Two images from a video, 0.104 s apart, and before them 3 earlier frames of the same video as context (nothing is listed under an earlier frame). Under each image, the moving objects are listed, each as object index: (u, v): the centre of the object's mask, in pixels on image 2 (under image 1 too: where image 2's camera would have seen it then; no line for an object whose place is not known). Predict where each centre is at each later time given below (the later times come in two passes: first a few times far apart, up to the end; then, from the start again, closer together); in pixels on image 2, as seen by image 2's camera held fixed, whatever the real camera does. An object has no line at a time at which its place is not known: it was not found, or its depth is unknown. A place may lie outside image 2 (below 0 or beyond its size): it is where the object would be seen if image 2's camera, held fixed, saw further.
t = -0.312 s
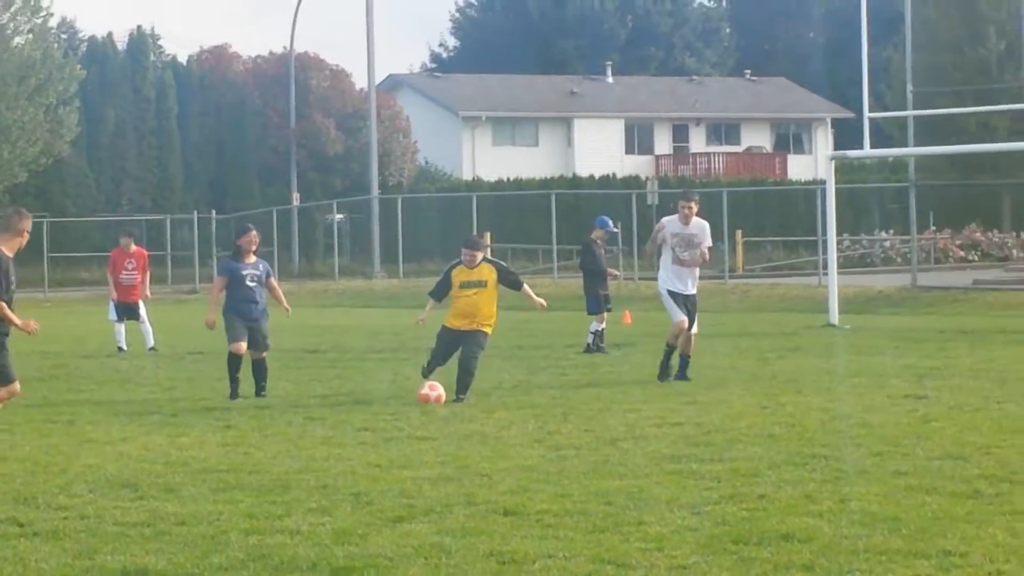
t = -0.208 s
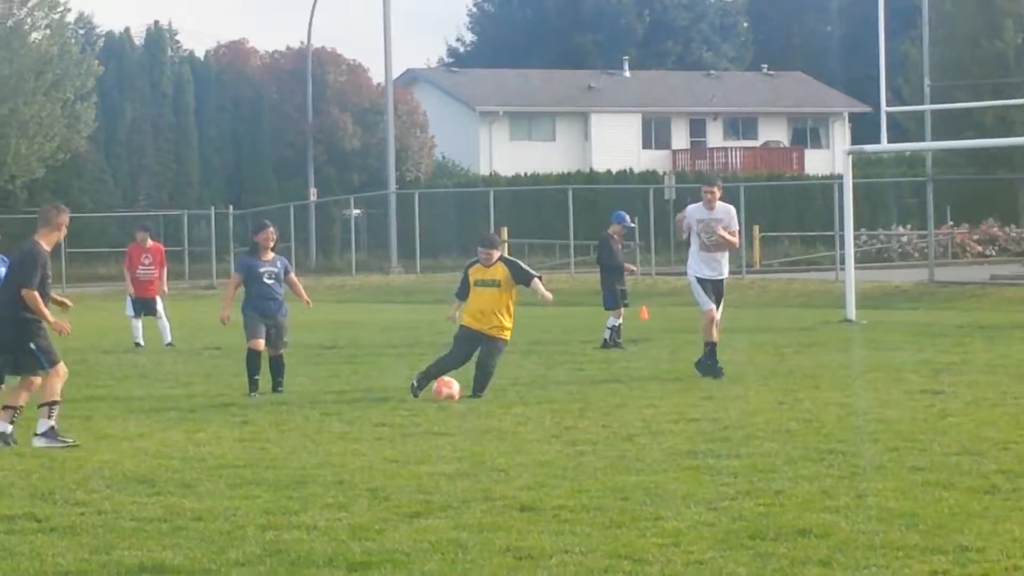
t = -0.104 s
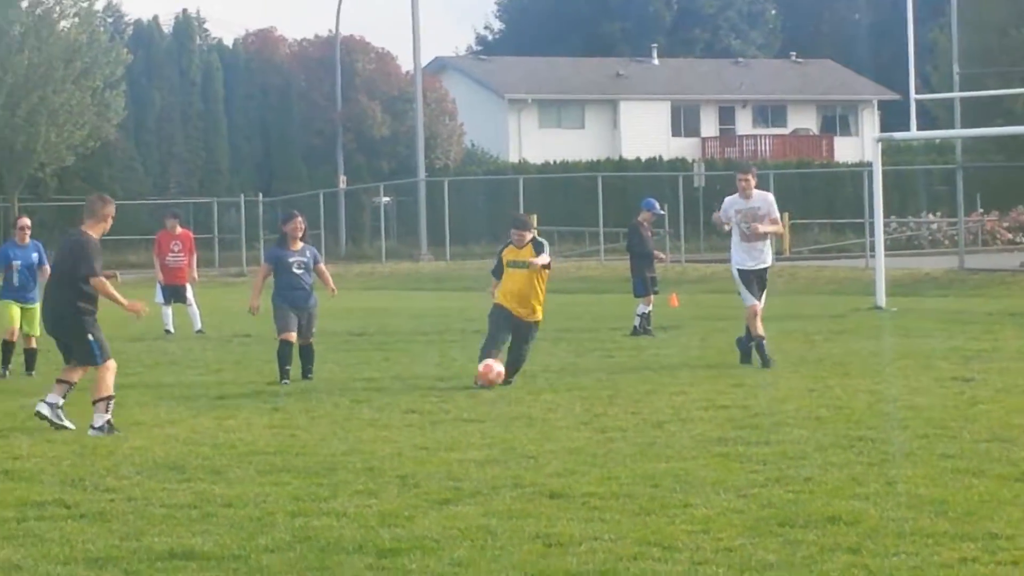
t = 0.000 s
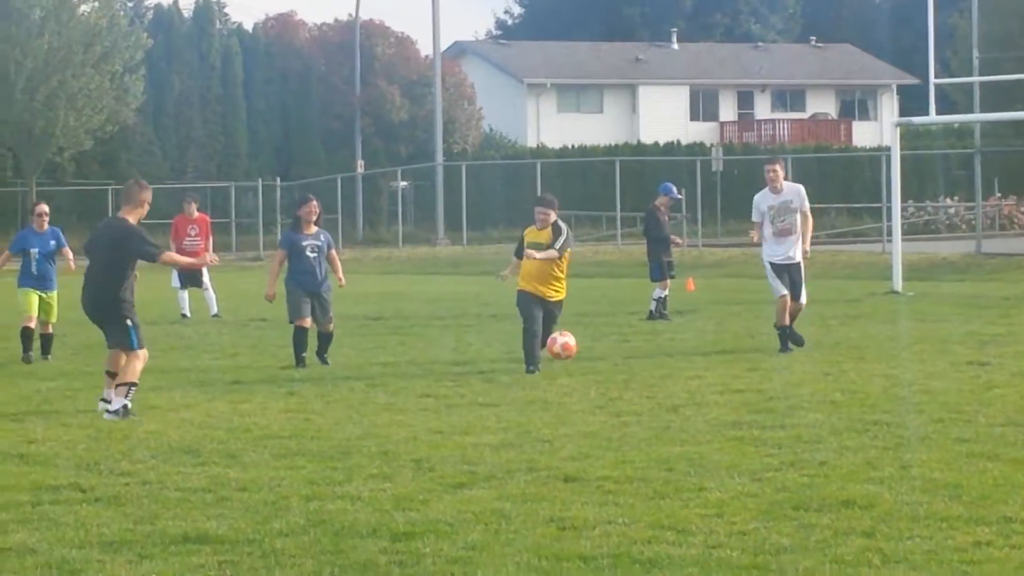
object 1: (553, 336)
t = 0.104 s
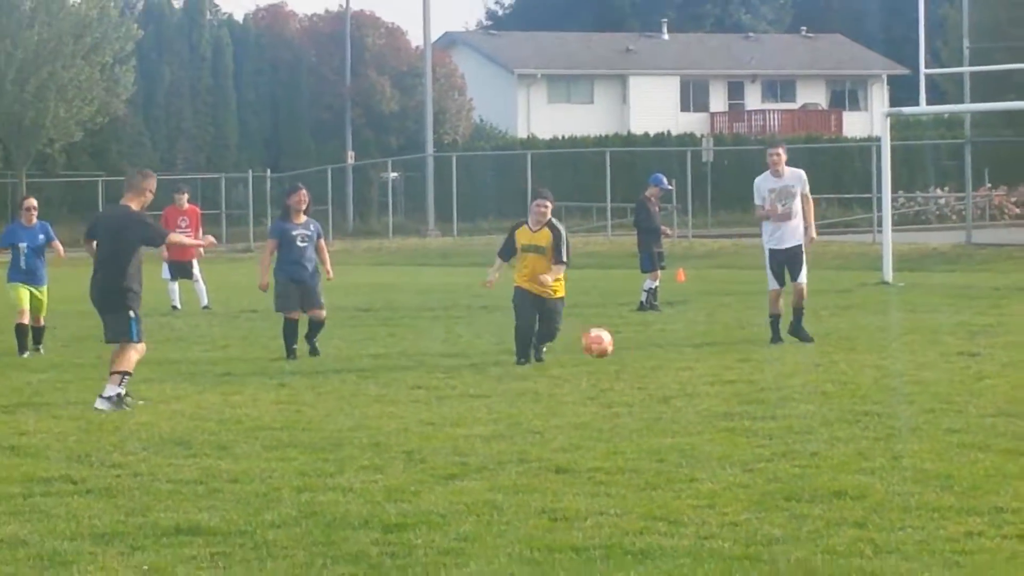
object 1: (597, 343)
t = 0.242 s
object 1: (662, 369)
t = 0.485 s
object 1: (714, 371)
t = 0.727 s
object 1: (754, 372)
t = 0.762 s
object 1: (760, 375)
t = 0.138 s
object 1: (613, 347)
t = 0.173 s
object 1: (629, 354)
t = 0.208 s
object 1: (645, 362)
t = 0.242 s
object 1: (662, 369)
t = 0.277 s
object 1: (671, 369)
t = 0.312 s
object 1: (678, 368)
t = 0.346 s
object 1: (685, 365)
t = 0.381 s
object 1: (692, 364)
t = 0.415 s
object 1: (700, 365)
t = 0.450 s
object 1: (707, 367)
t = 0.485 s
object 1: (714, 371)
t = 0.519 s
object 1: (722, 374)
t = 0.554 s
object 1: (727, 376)
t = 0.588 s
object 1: (732, 374)
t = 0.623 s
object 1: (737, 371)
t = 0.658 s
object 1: (743, 370)
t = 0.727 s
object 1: (754, 372)
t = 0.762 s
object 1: (760, 375)
